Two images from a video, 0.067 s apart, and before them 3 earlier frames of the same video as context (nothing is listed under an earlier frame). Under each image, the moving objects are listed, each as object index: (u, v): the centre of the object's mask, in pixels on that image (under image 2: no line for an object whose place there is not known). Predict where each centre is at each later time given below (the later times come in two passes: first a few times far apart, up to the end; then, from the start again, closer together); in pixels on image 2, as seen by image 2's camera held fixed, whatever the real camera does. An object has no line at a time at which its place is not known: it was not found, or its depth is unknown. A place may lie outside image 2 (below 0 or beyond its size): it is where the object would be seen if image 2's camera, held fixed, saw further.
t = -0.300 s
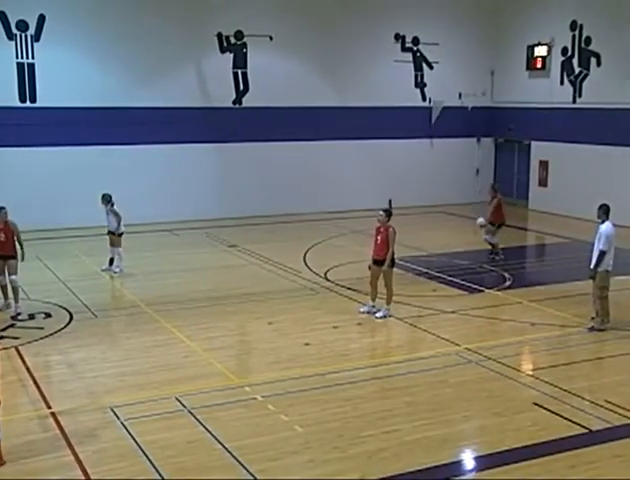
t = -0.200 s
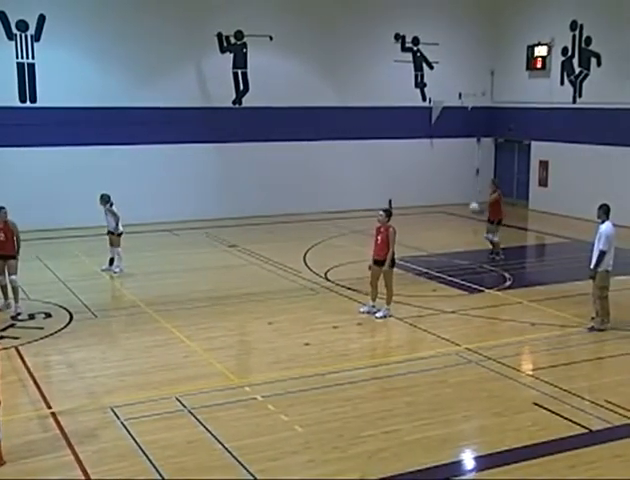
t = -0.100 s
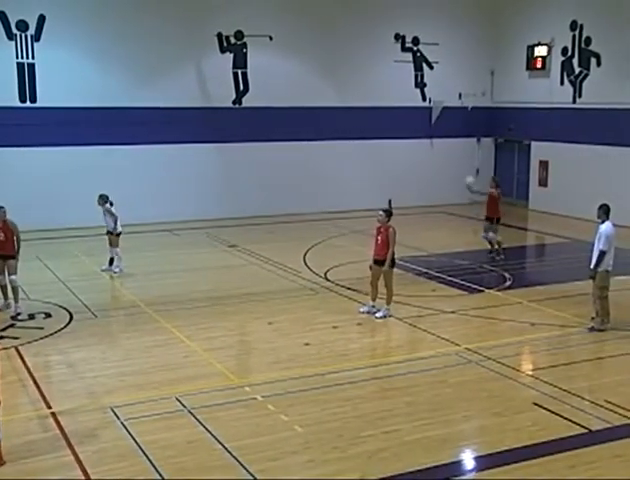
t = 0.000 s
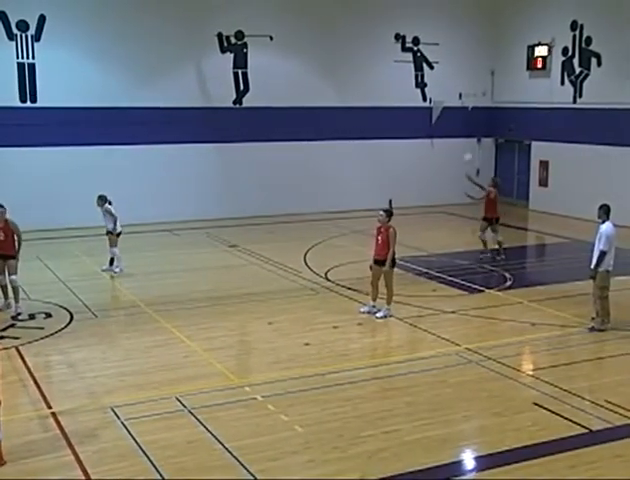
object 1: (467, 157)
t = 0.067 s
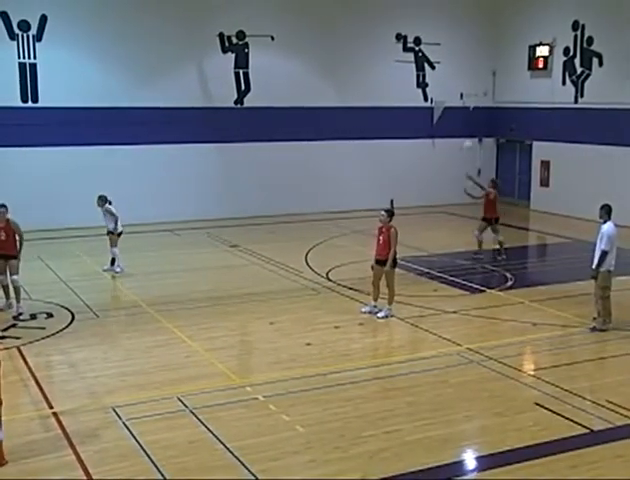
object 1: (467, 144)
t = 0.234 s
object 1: (463, 123)
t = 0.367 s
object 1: (460, 115)
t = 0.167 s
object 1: (465, 130)
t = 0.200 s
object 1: (464, 127)
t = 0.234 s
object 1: (463, 123)
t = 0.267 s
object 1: (462, 120)
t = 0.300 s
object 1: (462, 118)
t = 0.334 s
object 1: (460, 117)
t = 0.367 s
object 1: (460, 115)
